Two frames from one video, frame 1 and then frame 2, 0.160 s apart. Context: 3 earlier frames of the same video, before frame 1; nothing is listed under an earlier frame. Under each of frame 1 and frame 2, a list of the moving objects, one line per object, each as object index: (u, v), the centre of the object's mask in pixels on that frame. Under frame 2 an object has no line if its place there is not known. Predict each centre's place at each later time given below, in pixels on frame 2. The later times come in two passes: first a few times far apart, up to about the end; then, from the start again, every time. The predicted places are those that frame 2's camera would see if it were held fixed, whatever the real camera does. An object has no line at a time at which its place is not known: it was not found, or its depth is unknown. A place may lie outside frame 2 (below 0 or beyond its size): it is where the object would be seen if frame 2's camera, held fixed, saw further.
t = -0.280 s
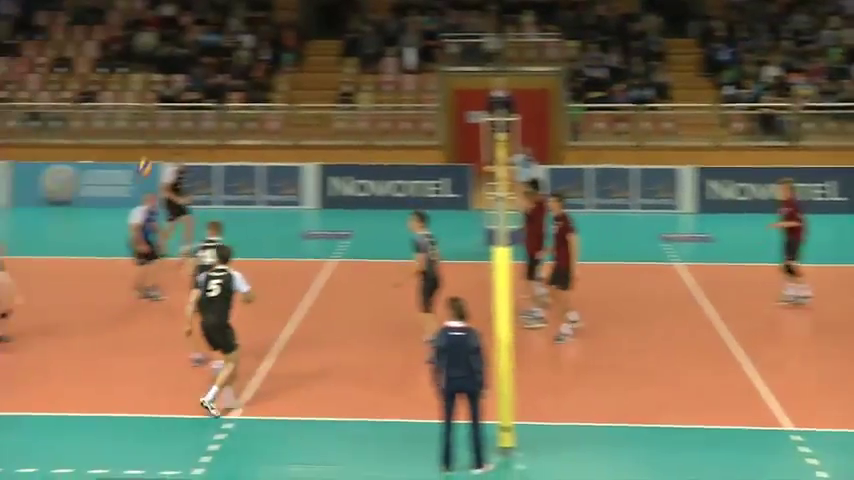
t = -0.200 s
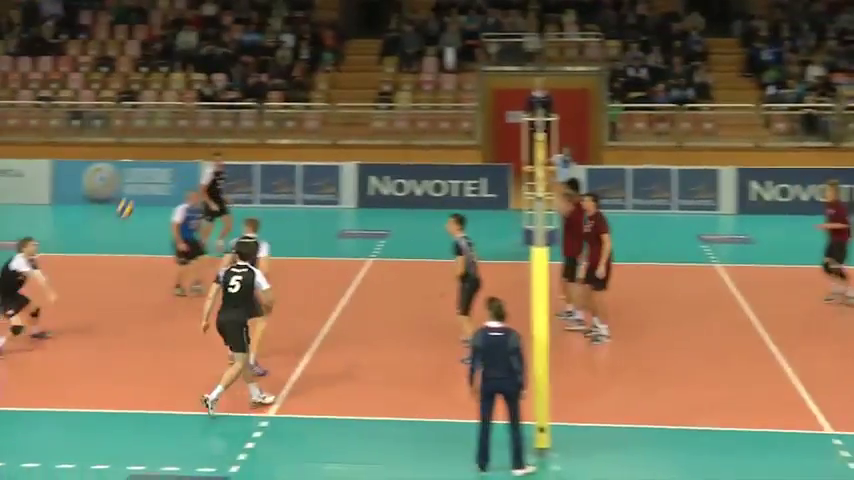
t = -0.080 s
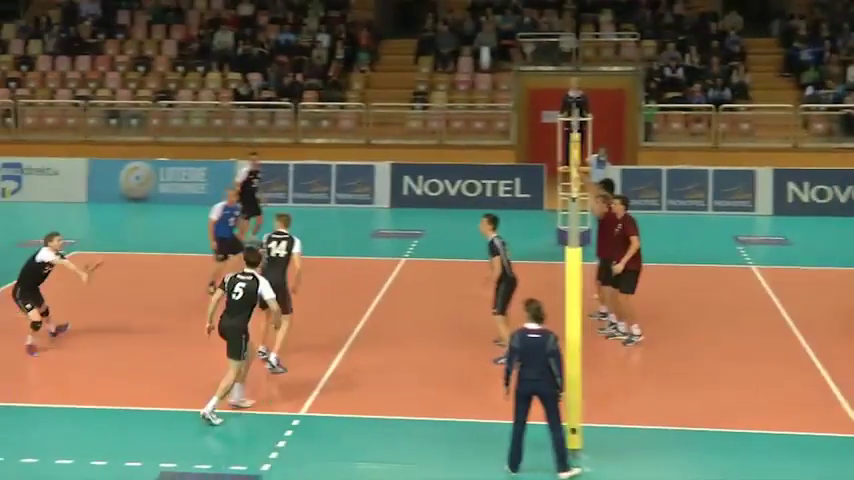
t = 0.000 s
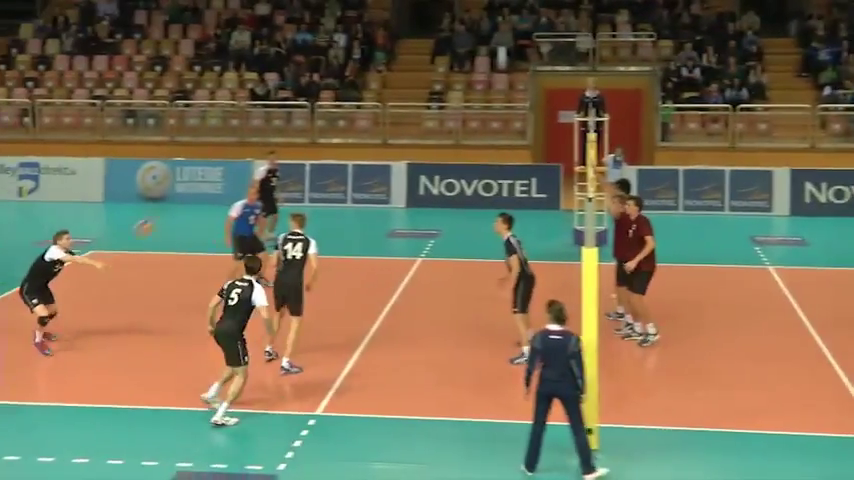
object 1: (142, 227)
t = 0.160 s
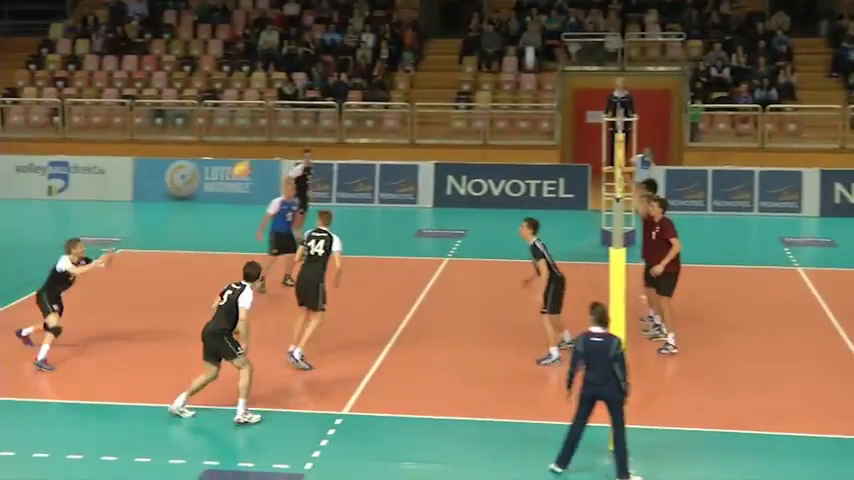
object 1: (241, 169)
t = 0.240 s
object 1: (275, 147)
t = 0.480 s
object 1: (372, 118)
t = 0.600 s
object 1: (420, 117)
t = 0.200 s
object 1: (258, 157)
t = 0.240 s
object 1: (275, 147)
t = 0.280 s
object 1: (292, 139)
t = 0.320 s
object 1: (310, 132)
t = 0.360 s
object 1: (325, 126)
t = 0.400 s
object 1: (343, 120)
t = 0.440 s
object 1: (359, 118)
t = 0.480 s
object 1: (372, 118)
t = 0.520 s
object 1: (389, 117)
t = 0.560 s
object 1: (404, 116)
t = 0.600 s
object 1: (420, 117)
